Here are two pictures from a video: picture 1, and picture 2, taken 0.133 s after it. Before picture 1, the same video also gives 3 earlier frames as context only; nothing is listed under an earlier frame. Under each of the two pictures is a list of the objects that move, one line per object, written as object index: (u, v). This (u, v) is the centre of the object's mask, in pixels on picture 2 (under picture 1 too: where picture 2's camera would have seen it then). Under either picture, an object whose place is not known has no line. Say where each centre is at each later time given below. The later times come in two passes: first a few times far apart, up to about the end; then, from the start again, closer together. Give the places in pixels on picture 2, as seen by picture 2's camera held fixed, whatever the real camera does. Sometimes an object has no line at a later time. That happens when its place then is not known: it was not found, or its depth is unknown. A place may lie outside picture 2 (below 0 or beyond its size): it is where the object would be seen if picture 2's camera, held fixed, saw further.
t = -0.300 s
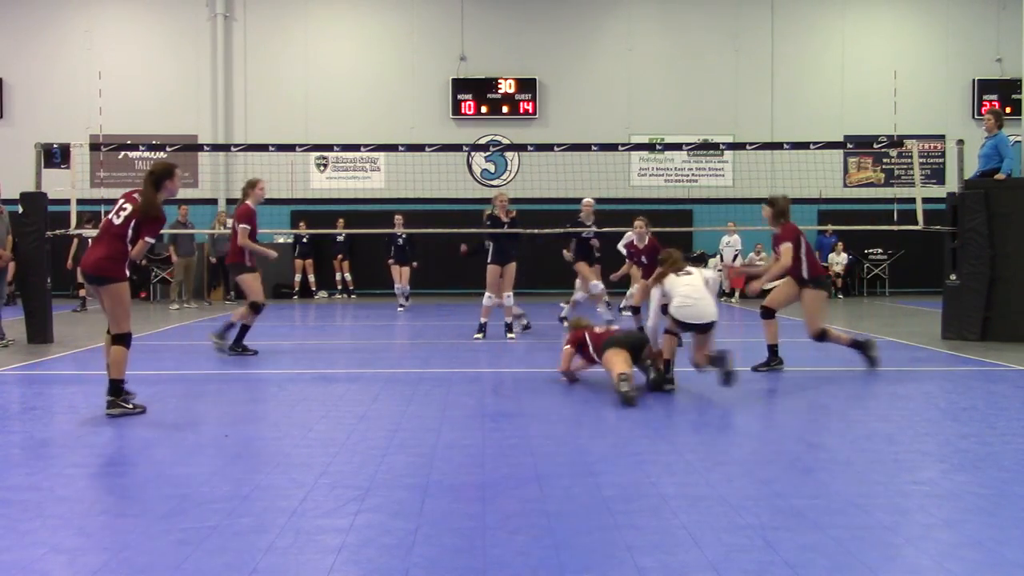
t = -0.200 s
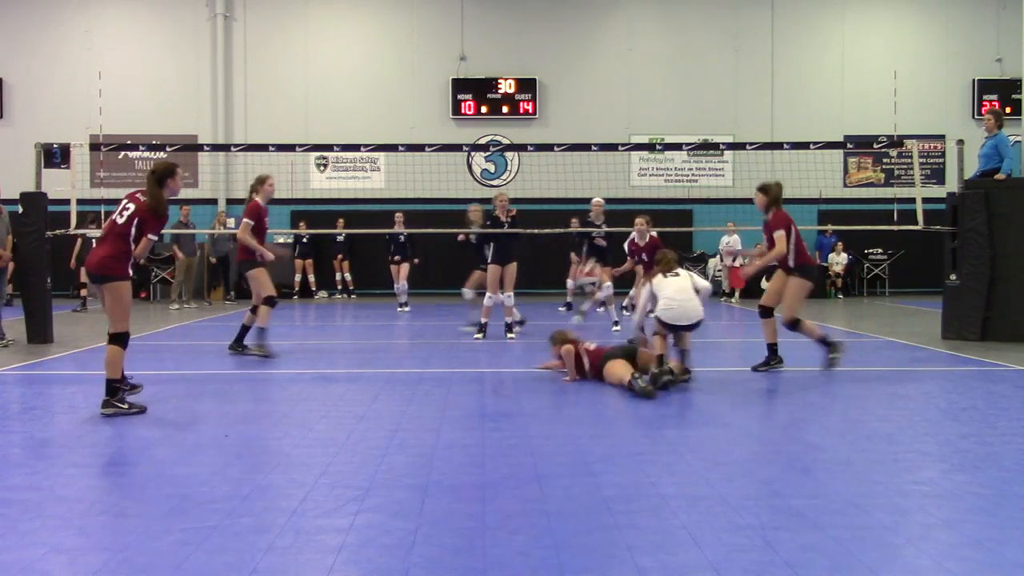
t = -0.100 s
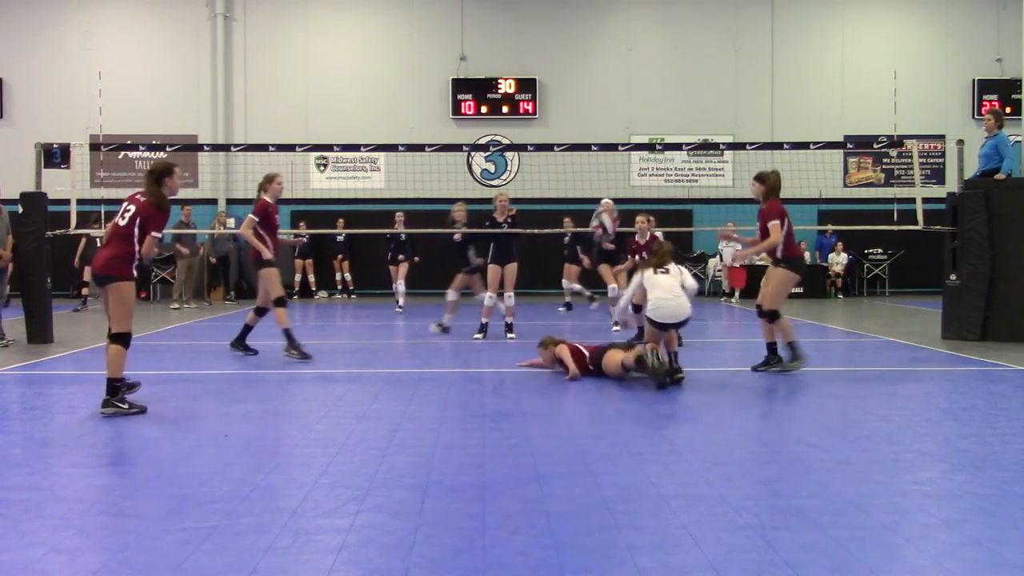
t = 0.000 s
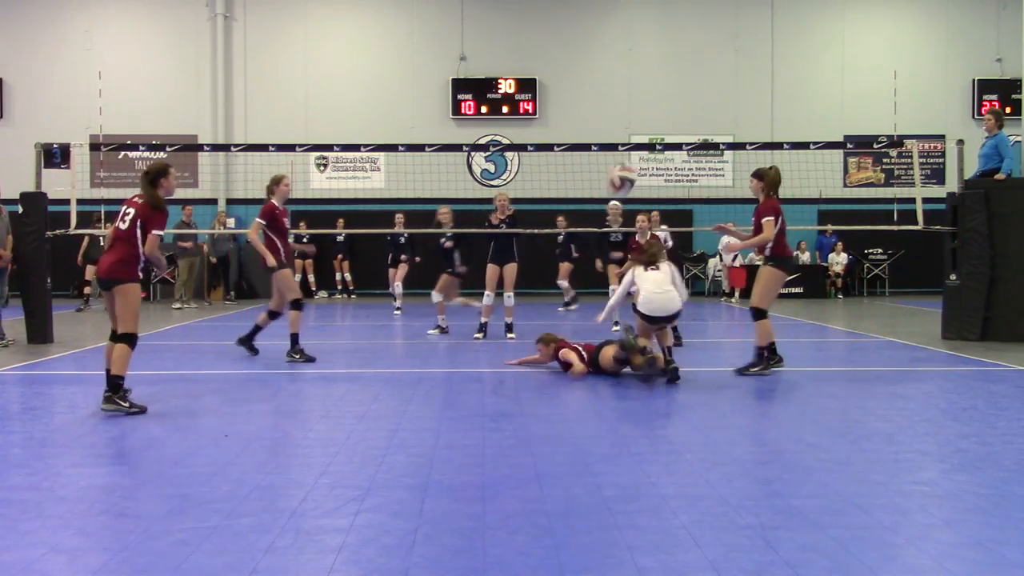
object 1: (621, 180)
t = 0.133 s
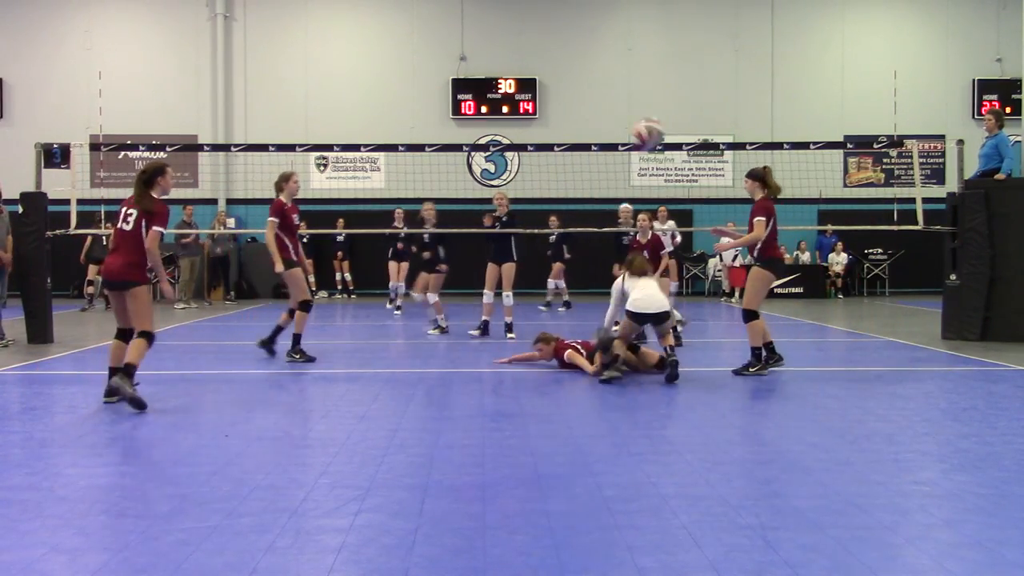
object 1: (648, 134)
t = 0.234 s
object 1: (669, 117)
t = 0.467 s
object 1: (730, 133)
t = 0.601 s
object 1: (774, 196)
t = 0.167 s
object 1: (654, 127)
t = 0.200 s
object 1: (662, 121)
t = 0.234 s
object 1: (669, 117)
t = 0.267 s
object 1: (678, 112)
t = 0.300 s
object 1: (685, 111)
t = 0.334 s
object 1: (693, 112)
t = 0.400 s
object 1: (710, 118)
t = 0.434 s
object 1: (721, 125)
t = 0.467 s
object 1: (730, 133)
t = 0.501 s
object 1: (740, 146)
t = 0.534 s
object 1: (751, 160)
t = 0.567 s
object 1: (763, 177)
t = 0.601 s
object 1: (774, 196)
